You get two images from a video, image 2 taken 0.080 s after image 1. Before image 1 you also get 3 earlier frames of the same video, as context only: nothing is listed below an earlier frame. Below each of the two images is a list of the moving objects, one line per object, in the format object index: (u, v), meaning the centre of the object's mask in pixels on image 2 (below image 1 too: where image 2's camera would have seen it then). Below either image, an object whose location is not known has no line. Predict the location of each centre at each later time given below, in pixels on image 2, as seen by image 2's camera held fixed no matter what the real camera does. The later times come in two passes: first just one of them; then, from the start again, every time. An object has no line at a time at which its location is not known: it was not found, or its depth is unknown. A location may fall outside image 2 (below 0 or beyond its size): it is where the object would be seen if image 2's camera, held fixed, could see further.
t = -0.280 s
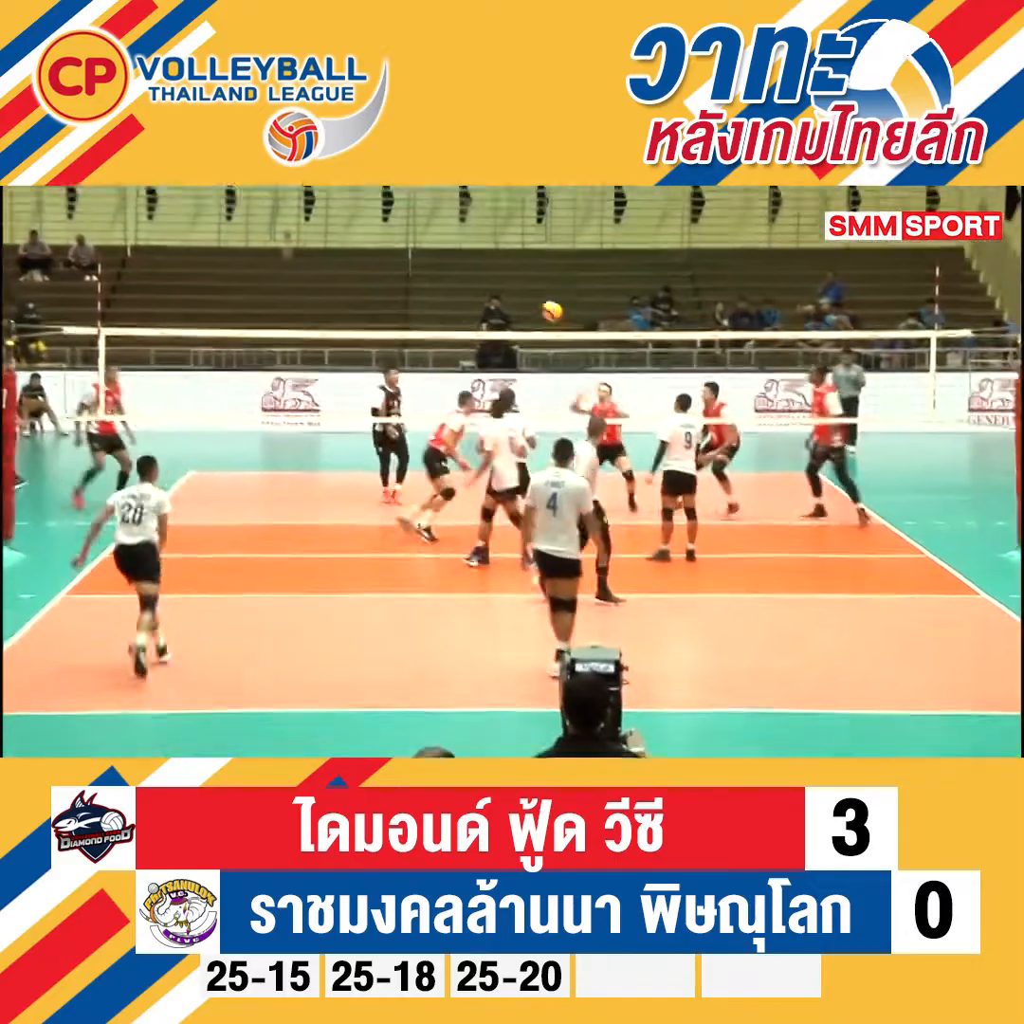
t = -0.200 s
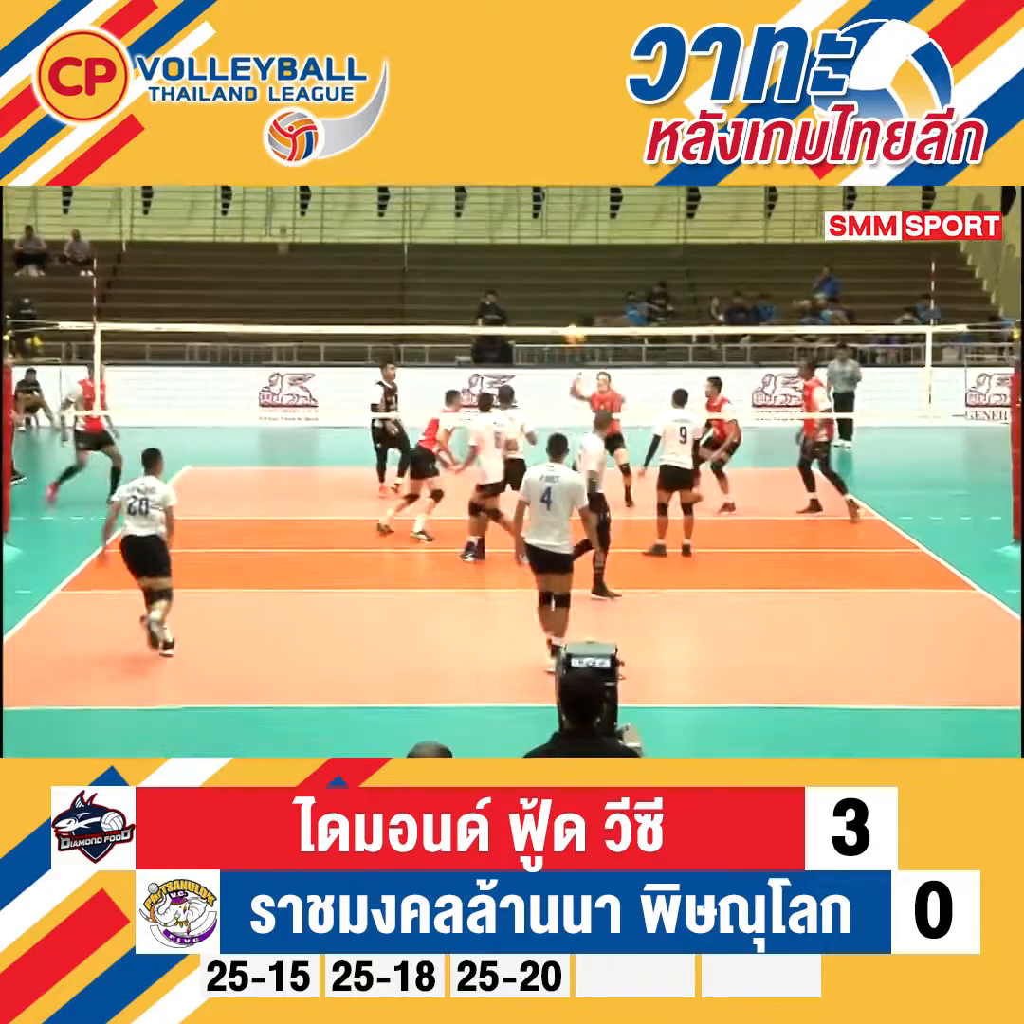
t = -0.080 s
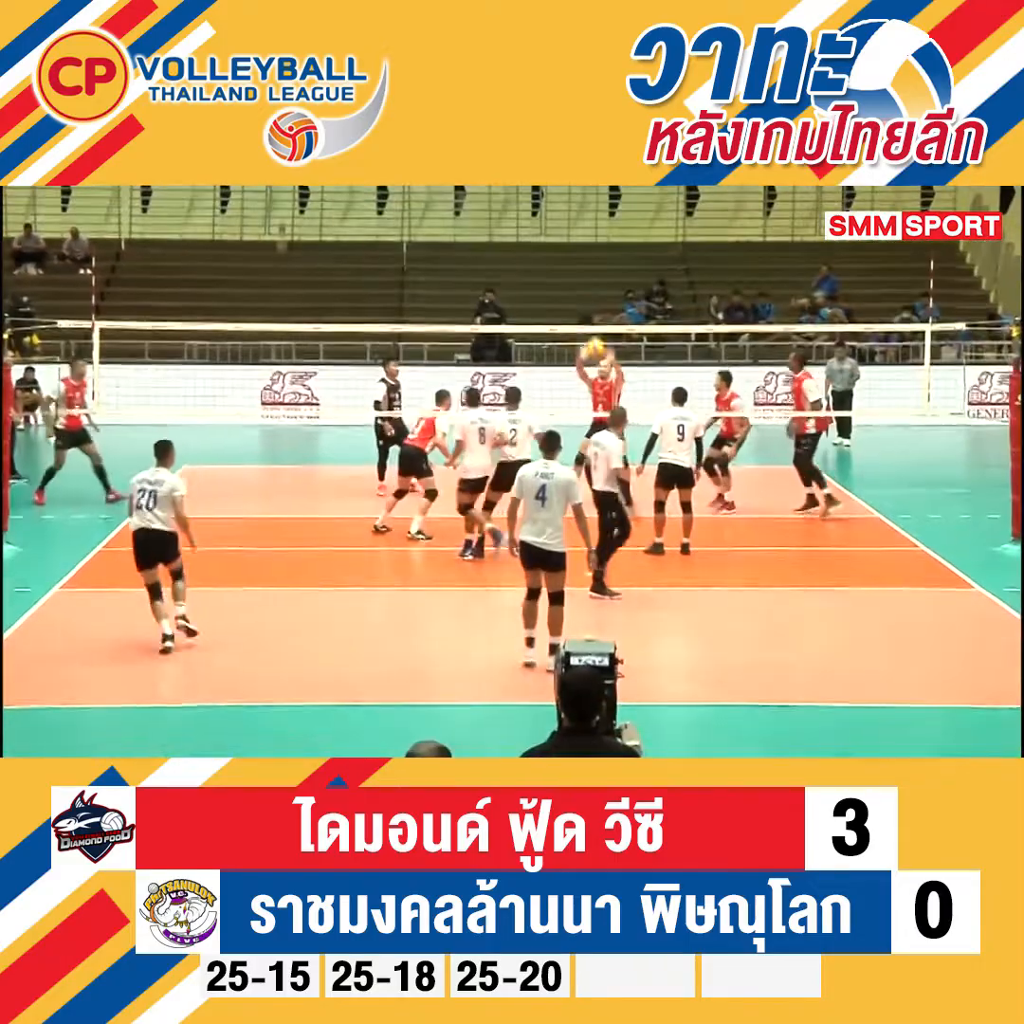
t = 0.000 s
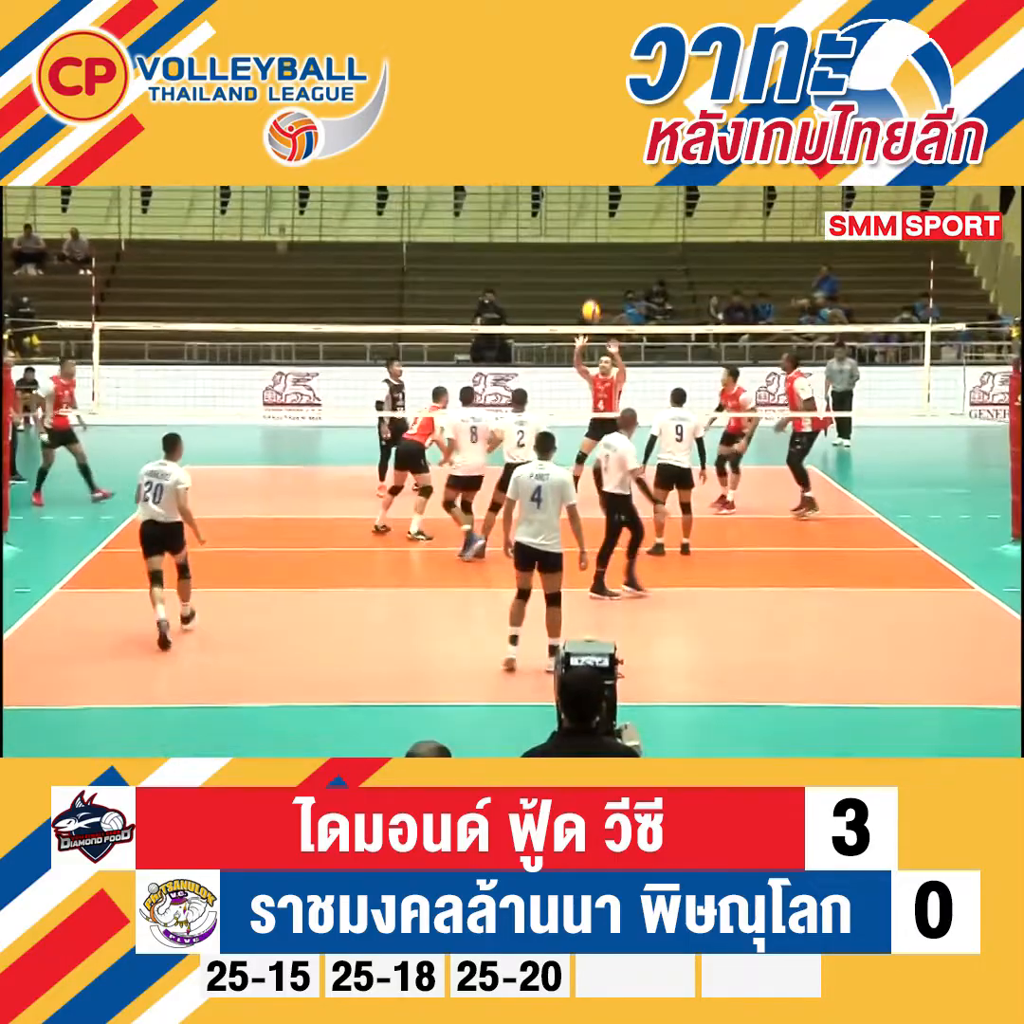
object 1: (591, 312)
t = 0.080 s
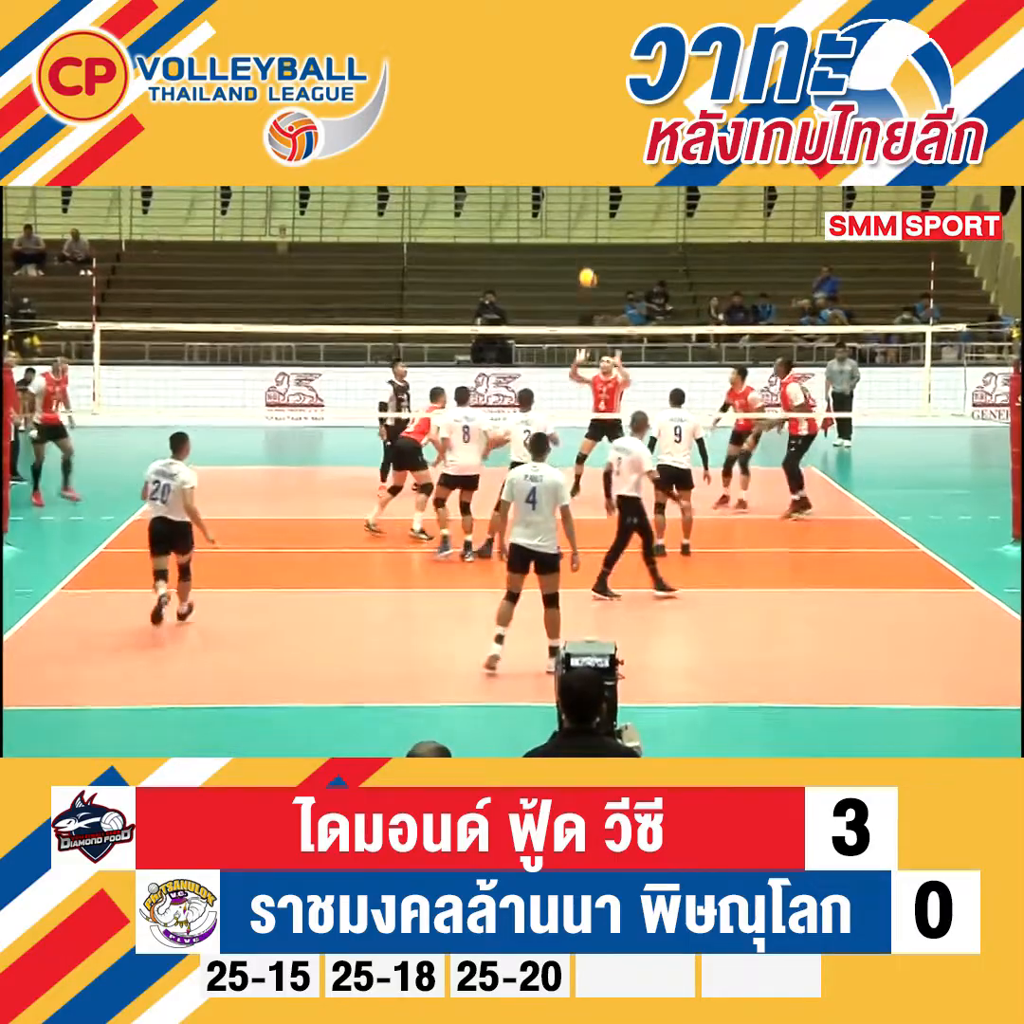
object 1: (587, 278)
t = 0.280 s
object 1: (581, 220)
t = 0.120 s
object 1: (587, 264)
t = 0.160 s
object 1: (584, 251)
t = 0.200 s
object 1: (583, 240)
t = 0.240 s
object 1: (583, 228)
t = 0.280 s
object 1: (581, 220)
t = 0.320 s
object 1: (581, 211)
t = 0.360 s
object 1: (579, 204)
